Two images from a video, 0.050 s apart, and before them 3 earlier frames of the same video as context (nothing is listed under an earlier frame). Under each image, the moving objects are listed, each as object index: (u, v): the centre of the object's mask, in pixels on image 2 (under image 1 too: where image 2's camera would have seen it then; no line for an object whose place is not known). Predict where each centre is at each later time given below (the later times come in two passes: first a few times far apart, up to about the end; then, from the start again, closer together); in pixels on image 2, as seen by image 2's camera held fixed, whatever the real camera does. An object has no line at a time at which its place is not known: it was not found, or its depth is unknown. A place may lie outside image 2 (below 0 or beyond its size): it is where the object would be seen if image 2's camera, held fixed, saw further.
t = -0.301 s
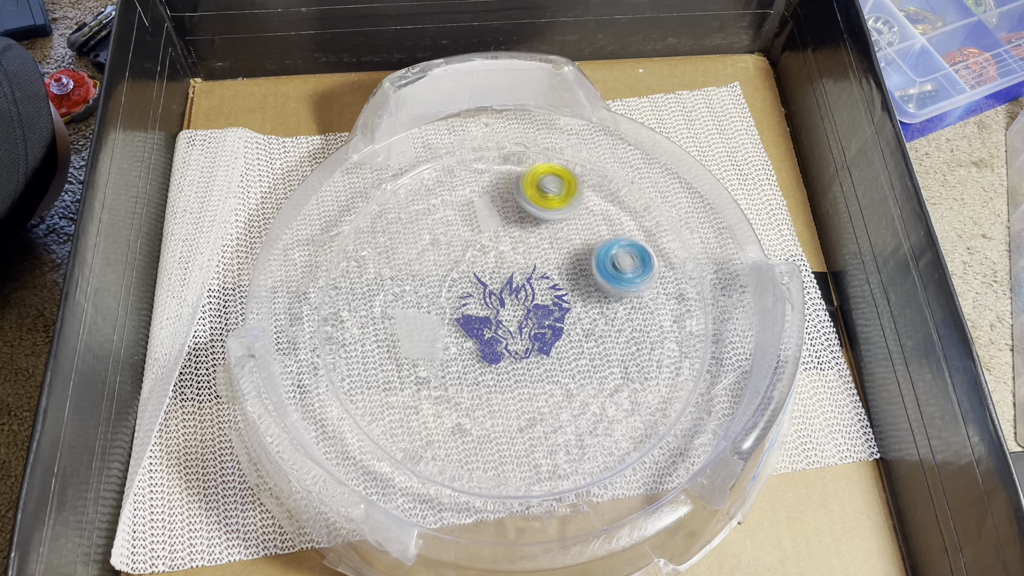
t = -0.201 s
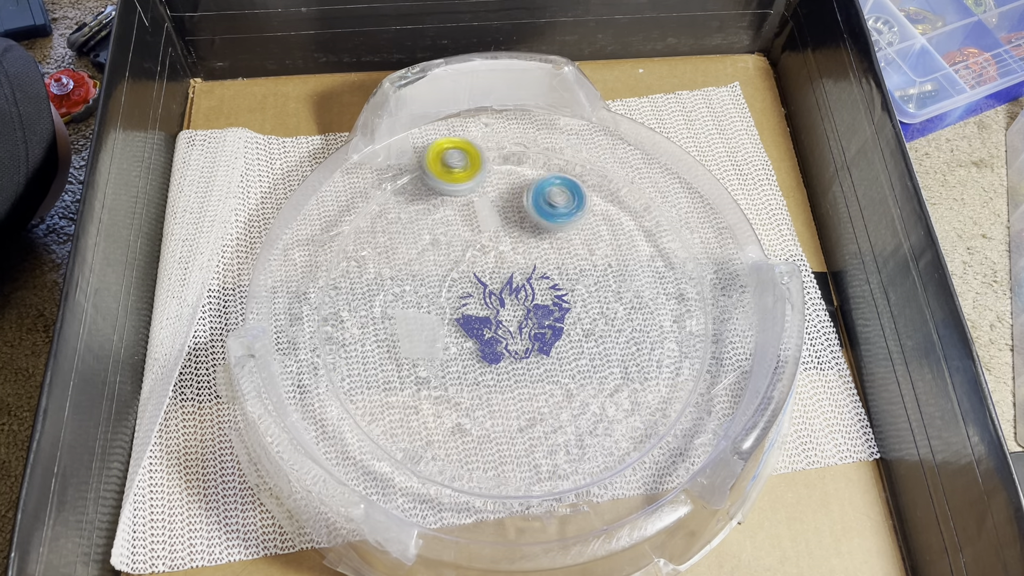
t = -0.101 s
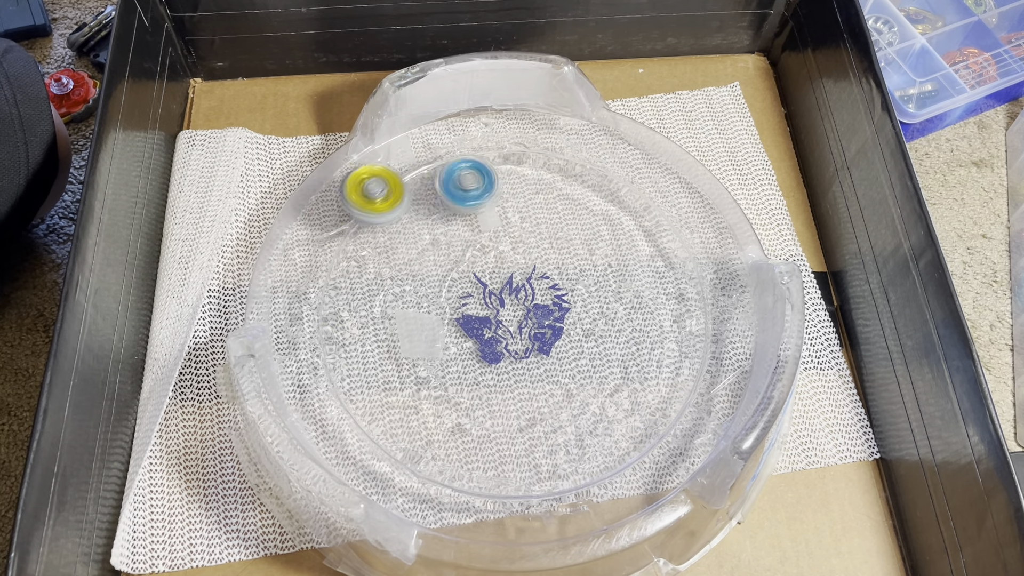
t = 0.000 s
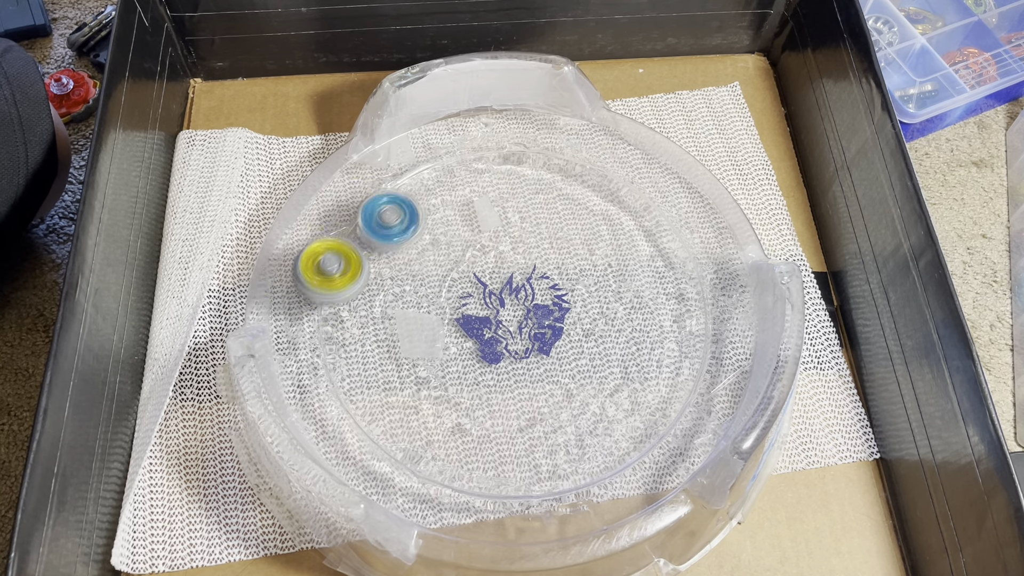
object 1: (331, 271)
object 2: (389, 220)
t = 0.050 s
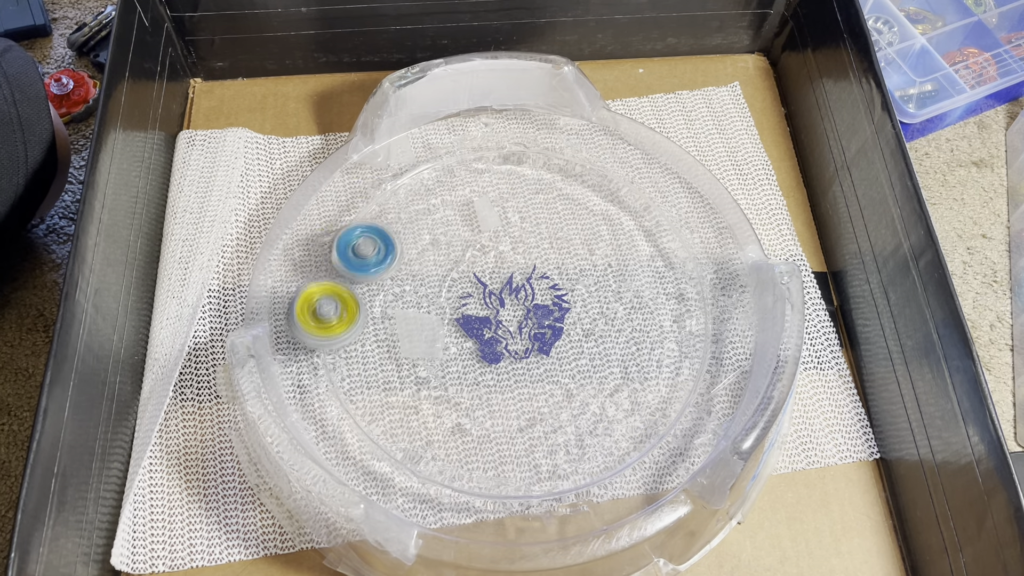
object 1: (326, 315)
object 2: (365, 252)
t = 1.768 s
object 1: (620, 330)
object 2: (590, 189)
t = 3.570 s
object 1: (566, 398)
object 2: (552, 489)
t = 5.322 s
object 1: (406, 369)
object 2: (480, 179)
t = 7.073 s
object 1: (516, 207)
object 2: (603, 368)
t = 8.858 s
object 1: (500, 380)
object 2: (546, 270)
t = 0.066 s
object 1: (328, 330)
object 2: (359, 264)
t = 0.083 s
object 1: (330, 344)
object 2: (356, 277)
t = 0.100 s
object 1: (332, 360)
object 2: (354, 286)
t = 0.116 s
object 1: (341, 390)
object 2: (371, 273)
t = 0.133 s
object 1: (353, 418)
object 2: (385, 261)
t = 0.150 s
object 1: (368, 448)
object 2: (400, 251)
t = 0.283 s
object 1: (619, 499)
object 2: (478, 215)
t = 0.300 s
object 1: (646, 494)
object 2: (483, 213)
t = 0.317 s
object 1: (655, 486)
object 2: (484, 212)
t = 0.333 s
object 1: (655, 478)
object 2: (484, 211)
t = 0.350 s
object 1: (655, 472)
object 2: (485, 209)
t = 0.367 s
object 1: (653, 467)
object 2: (484, 208)
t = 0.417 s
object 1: (646, 461)
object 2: (480, 204)
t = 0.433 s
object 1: (644, 452)
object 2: (477, 203)
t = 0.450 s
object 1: (643, 439)
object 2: (475, 203)
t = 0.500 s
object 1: (638, 407)
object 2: (466, 205)
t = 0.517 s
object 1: (636, 393)
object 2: (462, 207)
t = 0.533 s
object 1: (635, 379)
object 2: (460, 211)
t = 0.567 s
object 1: (630, 350)
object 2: (459, 221)
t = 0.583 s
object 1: (627, 336)
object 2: (460, 228)
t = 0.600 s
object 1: (623, 322)
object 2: (462, 233)
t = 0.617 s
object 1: (617, 309)
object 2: (466, 239)
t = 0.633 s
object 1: (611, 297)
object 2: (471, 244)
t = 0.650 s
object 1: (603, 285)
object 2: (476, 250)
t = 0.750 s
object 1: (565, 226)
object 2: (500, 266)
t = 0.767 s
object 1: (561, 217)
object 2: (502, 267)
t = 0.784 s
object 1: (554, 211)
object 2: (505, 268)
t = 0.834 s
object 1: (528, 193)
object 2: (519, 268)
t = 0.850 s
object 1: (518, 189)
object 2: (524, 268)
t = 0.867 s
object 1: (506, 185)
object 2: (530, 267)
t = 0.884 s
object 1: (495, 181)
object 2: (535, 266)
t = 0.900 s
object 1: (483, 178)
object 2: (539, 263)
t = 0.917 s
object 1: (470, 176)
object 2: (543, 261)
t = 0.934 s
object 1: (458, 174)
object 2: (547, 258)
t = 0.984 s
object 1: (420, 174)
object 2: (555, 247)
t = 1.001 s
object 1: (408, 176)
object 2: (556, 243)
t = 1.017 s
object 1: (396, 179)
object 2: (556, 240)
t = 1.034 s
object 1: (387, 186)
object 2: (555, 237)
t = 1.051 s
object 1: (379, 196)
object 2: (554, 234)
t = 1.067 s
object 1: (371, 205)
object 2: (551, 231)
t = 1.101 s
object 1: (355, 222)
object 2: (544, 229)
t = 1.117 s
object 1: (348, 231)
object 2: (541, 230)
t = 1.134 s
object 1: (341, 241)
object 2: (537, 231)
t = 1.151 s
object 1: (336, 252)
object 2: (534, 233)
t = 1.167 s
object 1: (332, 264)
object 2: (530, 236)
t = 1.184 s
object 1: (331, 275)
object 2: (527, 242)
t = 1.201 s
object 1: (329, 287)
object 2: (526, 247)
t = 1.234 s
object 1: (332, 312)
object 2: (523, 259)
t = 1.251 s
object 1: (337, 323)
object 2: (524, 265)
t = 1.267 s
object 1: (342, 334)
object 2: (525, 271)
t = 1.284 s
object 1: (350, 346)
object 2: (527, 278)
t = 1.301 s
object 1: (359, 356)
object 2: (530, 284)
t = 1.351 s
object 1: (395, 384)
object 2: (542, 298)
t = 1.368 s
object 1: (409, 391)
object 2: (547, 301)
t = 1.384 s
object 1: (424, 397)
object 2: (552, 304)
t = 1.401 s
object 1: (440, 402)
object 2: (558, 306)
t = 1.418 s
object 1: (454, 405)
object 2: (564, 309)
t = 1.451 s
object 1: (485, 407)
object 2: (577, 312)
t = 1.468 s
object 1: (502, 406)
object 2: (583, 312)
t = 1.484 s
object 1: (517, 403)
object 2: (589, 311)
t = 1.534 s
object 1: (560, 388)
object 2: (605, 306)
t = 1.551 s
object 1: (573, 380)
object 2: (609, 303)
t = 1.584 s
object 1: (595, 362)
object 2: (614, 296)
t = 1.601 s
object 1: (599, 364)
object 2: (620, 281)
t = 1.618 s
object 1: (601, 366)
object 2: (625, 265)
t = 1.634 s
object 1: (603, 367)
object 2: (628, 249)
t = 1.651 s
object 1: (604, 366)
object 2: (628, 236)
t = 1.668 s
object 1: (606, 364)
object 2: (628, 225)
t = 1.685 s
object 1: (608, 362)
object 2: (624, 215)
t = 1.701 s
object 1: (610, 357)
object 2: (619, 207)
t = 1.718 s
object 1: (613, 352)
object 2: (613, 200)
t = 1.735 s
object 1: (615, 345)
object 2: (606, 196)
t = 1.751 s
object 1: (617, 338)
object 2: (598, 191)
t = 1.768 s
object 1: (620, 330)
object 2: (590, 189)
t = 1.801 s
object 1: (623, 312)
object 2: (571, 187)
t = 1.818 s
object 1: (623, 302)
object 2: (561, 187)
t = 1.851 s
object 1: (621, 281)
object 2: (539, 190)
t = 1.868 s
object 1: (618, 270)
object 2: (528, 193)
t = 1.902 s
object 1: (608, 250)
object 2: (508, 202)
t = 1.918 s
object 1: (600, 241)
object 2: (499, 208)
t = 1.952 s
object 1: (582, 226)
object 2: (482, 223)
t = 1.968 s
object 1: (573, 220)
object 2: (475, 232)
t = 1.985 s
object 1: (562, 215)
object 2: (469, 241)
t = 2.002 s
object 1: (550, 212)
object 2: (464, 251)
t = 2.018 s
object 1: (538, 209)
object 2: (460, 262)
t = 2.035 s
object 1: (526, 207)
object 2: (456, 272)
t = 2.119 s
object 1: (468, 221)
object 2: (455, 327)
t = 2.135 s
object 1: (458, 226)
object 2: (458, 338)
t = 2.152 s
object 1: (448, 234)
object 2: (461, 348)
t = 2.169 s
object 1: (439, 242)
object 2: (466, 357)
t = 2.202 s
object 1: (424, 261)
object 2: (479, 376)
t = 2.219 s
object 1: (418, 272)
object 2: (487, 384)
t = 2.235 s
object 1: (414, 284)
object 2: (495, 392)
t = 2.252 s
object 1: (411, 295)
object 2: (504, 400)
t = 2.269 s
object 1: (411, 308)
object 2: (514, 405)
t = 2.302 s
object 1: (412, 332)
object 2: (535, 414)
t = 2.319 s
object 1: (414, 344)
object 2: (546, 417)
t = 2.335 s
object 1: (420, 354)
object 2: (558, 419)
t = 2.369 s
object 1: (433, 376)
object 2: (581, 420)
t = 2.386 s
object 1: (441, 387)
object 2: (593, 418)
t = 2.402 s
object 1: (451, 395)
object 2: (604, 415)
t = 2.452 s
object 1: (485, 416)
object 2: (633, 402)
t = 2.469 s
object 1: (499, 420)
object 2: (641, 396)
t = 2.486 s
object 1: (513, 423)
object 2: (647, 389)
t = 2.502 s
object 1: (527, 425)
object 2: (653, 382)
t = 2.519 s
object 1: (542, 425)
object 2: (657, 375)
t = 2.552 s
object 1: (569, 421)
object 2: (661, 359)
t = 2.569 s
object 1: (584, 417)
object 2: (662, 349)
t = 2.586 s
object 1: (595, 412)
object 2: (661, 341)
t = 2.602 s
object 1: (608, 405)
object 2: (659, 332)
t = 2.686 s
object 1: (649, 361)
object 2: (632, 286)
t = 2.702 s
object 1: (652, 355)
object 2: (624, 272)
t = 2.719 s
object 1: (655, 348)
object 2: (616, 261)
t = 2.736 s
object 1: (656, 339)
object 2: (606, 251)
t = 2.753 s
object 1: (657, 330)
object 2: (595, 243)
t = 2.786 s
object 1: (654, 308)
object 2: (573, 231)
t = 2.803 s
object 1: (650, 298)
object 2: (562, 227)
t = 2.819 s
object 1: (646, 287)
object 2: (549, 224)
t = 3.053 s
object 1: (494, 226)
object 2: (393, 258)
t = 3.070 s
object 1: (482, 229)
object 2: (386, 266)
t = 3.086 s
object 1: (471, 233)
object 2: (379, 274)
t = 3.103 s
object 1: (460, 238)
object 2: (373, 283)
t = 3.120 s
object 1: (450, 244)
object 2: (367, 292)
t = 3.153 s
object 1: (429, 258)
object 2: (361, 312)
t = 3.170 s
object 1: (421, 268)
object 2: (358, 322)
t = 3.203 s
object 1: (407, 287)
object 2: (358, 342)
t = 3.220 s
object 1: (401, 297)
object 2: (359, 351)
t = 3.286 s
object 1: (401, 337)
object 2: (363, 397)
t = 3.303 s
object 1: (402, 346)
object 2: (363, 412)
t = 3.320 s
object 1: (406, 356)
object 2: (370, 423)
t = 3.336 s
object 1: (411, 365)
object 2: (382, 429)
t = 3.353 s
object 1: (418, 374)
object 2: (393, 440)
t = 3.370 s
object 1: (427, 380)
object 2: (404, 450)
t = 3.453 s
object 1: (479, 407)
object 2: (466, 475)
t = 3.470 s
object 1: (492, 408)
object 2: (479, 476)
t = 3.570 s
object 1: (566, 398)
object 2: (552, 489)
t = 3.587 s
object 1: (576, 393)
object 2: (559, 491)
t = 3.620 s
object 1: (593, 378)
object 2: (575, 492)
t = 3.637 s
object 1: (601, 369)
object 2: (582, 492)
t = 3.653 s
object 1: (606, 360)
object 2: (589, 490)
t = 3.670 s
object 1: (611, 350)
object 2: (595, 488)
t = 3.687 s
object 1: (613, 339)
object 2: (601, 484)
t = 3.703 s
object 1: (614, 329)
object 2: (606, 480)
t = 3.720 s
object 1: (615, 319)
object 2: (611, 475)
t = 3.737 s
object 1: (613, 308)
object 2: (614, 468)
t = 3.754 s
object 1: (610, 299)
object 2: (616, 460)
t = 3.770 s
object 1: (607, 288)
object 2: (618, 452)
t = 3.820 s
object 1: (588, 262)
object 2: (621, 430)
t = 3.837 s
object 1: (580, 255)
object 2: (621, 421)
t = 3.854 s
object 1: (572, 248)
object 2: (619, 411)
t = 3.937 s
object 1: (520, 227)
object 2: (605, 365)
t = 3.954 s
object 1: (509, 225)
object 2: (599, 356)
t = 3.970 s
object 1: (498, 225)
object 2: (592, 348)
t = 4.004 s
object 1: (475, 227)
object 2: (577, 333)
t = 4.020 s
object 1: (465, 230)
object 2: (569, 326)
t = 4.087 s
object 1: (426, 252)
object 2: (534, 302)
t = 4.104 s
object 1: (418, 258)
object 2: (524, 297)
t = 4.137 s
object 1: (404, 276)
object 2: (504, 289)
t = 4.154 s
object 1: (399, 286)
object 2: (494, 285)
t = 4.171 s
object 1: (396, 295)
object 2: (483, 283)
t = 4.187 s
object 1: (393, 305)
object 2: (474, 281)
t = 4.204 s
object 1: (391, 315)
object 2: (463, 279)
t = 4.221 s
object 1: (391, 327)
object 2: (453, 277)
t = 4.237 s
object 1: (393, 338)
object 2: (443, 277)
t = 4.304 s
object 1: (411, 378)
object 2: (404, 280)
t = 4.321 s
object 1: (418, 387)
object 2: (394, 283)
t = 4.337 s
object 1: (428, 395)
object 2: (386, 285)
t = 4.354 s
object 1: (438, 403)
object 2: (378, 289)
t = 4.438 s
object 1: (499, 421)
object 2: (345, 311)
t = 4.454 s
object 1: (512, 421)
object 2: (340, 316)
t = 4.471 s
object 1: (526, 420)
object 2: (336, 321)
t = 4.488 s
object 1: (538, 417)
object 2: (333, 326)
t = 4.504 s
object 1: (550, 414)
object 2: (330, 331)
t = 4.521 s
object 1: (562, 409)
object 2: (327, 337)
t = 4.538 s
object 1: (572, 403)
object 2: (328, 341)
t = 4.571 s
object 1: (593, 387)
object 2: (334, 355)
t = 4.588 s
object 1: (600, 379)
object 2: (336, 360)
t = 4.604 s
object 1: (606, 370)
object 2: (342, 365)
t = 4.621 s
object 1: (613, 359)
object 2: (347, 369)
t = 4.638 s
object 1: (618, 348)
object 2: (352, 372)
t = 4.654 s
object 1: (620, 338)
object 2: (359, 375)
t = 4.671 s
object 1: (621, 327)
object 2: (368, 376)
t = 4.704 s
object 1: (622, 305)
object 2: (386, 379)
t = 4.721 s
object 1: (619, 295)
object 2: (394, 382)
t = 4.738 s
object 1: (616, 284)
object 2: (404, 383)
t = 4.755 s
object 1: (612, 274)
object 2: (415, 384)
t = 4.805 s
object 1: (594, 247)
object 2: (445, 379)
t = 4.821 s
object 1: (587, 239)
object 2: (455, 377)
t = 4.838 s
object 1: (578, 232)
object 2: (465, 373)
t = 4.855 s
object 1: (569, 226)
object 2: (474, 368)
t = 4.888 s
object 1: (549, 215)
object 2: (491, 356)
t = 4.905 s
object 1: (538, 210)
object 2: (498, 350)
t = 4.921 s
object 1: (528, 207)
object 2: (505, 343)
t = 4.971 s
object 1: (494, 203)
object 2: (520, 321)
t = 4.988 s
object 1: (482, 204)
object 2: (525, 313)
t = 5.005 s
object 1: (472, 206)
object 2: (528, 304)
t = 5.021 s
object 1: (461, 208)
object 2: (531, 296)
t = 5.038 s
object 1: (451, 212)
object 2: (533, 288)
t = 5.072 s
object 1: (430, 222)
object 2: (535, 269)
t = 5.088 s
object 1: (421, 229)
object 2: (535, 261)
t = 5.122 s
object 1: (406, 244)
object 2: (533, 244)
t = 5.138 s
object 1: (400, 253)
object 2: (532, 235)
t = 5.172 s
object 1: (389, 272)
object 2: (527, 221)
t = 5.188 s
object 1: (385, 283)
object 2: (523, 214)
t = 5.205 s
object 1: (384, 294)
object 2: (519, 207)
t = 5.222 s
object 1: (383, 305)
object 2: (514, 202)
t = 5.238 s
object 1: (383, 315)
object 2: (509, 196)
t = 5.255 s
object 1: (385, 327)
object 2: (504, 191)
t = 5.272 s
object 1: (388, 339)
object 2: (498, 187)
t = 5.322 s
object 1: (406, 369)
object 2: (480, 179)
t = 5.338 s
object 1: (413, 378)
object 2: (474, 177)
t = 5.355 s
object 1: (421, 387)
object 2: (468, 177)
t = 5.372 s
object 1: (432, 394)
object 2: (463, 178)
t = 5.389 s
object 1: (443, 401)
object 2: (457, 179)
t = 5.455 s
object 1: (493, 416)
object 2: (440, 194)
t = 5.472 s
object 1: (506, 417)
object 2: (436, 199)
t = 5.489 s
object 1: (519, 417)
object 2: (434, 206)
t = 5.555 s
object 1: (569, 404)
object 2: (431, 235)
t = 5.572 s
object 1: (581, 398)
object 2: (432, 244)
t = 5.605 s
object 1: (600, 384)
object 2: (439, 260)
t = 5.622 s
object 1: (609, 376)
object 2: (444, 268)
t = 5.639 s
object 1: (616, 365)
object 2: (448, 275)
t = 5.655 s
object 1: (622, 356)
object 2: (453, 283)
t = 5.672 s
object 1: (627, 346)
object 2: (460, 289)
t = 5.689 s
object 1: (631, 336)
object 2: (468, 297)
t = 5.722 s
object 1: (635, 314)
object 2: (481, 306)
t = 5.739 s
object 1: (636, 304)
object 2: (490, 311)
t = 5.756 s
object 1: (634, 293)
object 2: (498, 315)
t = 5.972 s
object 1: (537, 199)
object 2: (609, 312)
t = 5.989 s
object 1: (527, 198)
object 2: (616, 308)
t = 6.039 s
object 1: (493, 198)
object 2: (632, 293)
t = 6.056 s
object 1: (481, 200)
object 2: (635, 288)
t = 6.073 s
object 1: (470, 203)
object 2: (638, 282)
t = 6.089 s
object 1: (460, 208)
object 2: (640, 276)
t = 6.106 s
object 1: (450, 212)
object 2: (641, 271)
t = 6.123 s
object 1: (441, 218)
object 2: (641, 266)
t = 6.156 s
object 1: (423, 234)
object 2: (638, 255)
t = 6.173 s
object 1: (416, 242)
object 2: (635, 250)
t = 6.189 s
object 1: (409, 251)
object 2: (631, 245)
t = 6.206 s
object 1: (404, 260)
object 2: (627, 241)
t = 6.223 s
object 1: (399, 270)
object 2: (621, 239)
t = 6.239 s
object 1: (395, 282)
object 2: (614, 236)
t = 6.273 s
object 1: (394, 304)
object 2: (601, 234)
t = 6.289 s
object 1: (394, 315)
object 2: (593, 234)
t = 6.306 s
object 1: (395, 326)
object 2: (586, 236)
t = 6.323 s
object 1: (397, 338)
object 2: (579, 238)
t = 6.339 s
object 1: (404, 347)
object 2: (572, 241)
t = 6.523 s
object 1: (508, 422)
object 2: (512, 305)
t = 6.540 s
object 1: (522, 423)
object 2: (510, 313)
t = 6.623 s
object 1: (584, 409)
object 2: (506, 350)
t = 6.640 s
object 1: (594, 403)
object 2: (506, 357)
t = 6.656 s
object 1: (604, 397)
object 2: (508, 364)
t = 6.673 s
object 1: (614, 388)
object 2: (510, 371)
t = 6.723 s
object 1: (634, 361)
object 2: (519, 391)
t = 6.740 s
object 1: (638, 351)
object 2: (523, 396)
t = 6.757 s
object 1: (643, 340)
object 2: (527, 402)
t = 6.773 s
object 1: (644, 330)
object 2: (533, 407)
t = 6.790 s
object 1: (645, 319)
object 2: (539, 410)
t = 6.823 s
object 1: (643, 298)
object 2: (550, 416)
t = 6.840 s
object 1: (640, 287)
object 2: (556, 419)
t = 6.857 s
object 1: (636, 277)
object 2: (563, 419)
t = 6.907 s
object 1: (618, 250)
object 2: (581, 418)
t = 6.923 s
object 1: (611, 242)
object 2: (588, 416)
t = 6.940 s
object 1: (603, 235)
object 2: (593, 413)
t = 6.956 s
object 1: (593, 229)
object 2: (598, 409)
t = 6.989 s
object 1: (573, 218)
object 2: (604, 400)
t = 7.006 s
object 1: (562, 214)
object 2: (606, 394)
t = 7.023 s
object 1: (552, 211)
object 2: (606, 387)
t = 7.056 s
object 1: (528, 207)
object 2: (605, 375)
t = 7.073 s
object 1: (516, 207)
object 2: (603, 368)
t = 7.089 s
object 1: (506, 207)
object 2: (599, 363)
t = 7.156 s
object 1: (462, 218)
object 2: (578, 341)
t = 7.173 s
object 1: (452, 223)
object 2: (571, 337)
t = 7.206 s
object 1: (434, 235)
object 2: (557, 329)
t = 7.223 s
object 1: (425, 242)
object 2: (550, 325)
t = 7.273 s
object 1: (405, 269)
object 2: (527, 318)
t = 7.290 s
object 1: (400, 278)
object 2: (518, 316)
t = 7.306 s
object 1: (396, 288)
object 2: (510, 315)
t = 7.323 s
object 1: (393, 299)
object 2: (502, 314)
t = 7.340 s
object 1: (391, 310)
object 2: (494, 313)
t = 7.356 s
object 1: (390, 321)
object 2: (486, 313)
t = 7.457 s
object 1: (407, 386)
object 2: (447, 316)
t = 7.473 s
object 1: (413, 397)
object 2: (442, 317)
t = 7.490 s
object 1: (419, 406)
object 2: (437, 319)
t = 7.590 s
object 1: (481, 445)
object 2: (413, 335)
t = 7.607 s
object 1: (494, 448)
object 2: (411, 339)
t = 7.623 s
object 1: (506, 450)
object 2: (410, 343)
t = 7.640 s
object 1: (519, 450)
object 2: (411, 346)
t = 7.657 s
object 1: (532, 450)
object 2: (410, 351)
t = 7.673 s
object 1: (546, 448)
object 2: (413, 356)
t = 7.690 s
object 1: (559, 445)
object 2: (415, 359)
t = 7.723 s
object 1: (581, 436)
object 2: (424, 366)
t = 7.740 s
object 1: (593, 430)
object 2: (429, 367)
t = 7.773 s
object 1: (612, 415)
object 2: (441, 369)
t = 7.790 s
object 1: (620, 406)
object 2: (448, 369)
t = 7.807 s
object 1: (628, 397)
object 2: (454, 367)
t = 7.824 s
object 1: (634, 387)
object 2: (461, 365)
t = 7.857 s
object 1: (641, 365)
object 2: (472, 358)
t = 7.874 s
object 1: (643, 355)
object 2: (477, 354)
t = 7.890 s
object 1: (644, 343)
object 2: (482, 349)
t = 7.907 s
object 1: (644, 332)
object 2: (486, 345)
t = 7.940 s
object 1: (639, 311)
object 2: (492, 335)
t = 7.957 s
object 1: (636, 300)
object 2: (495, 329)
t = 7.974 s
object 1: (632, 290)
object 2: (497, 324)
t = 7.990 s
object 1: (626, 281)
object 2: (498, 317)
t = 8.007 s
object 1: (620, 272)
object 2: (500, 312)
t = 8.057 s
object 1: (596, 248)
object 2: (501, 294)
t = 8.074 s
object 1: (587, 240)
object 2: (501, 287)
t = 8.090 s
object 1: (577, 235)
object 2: (500, 282)
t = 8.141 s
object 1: (546, 220)
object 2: (494, 266)
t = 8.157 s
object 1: (544, 212)
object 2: (487, 264)
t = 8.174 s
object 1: (542, 203)
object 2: (480, 264)
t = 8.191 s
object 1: (541, 196)
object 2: (472, 263)
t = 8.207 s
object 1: (539, 191)
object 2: (466, 261)
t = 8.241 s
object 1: (532, 184)
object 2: (456, 256)
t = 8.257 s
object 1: (526, 181)
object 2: (451, 253)
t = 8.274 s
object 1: (520, 179)
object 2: (446, 251)
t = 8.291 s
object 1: (512, 177)
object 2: (442, 249)
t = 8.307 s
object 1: (505, 176)
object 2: (438, 249)
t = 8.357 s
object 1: (479, 174)
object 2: (427, 251)
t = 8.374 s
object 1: (470, 174)
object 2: (425, 253)
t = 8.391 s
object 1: (460, 175)
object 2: (423, 257)
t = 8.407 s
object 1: (451, 178)
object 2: (422, 260)
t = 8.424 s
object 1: (443, 180)
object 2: (423, 264)
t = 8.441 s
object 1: (433, 183)
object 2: (424, 268)
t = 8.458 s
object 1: (425, 189)
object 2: (425, 272)
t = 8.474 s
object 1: (418, 195)
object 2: (429, 276)
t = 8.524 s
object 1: (400, 217)
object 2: (442, 286)
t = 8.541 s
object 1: (397, 226)
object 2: (447, 288)
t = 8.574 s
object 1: (391, 246)
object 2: (459, 293)
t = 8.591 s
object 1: (388, 256)
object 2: (464, 295)
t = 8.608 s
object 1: (389, 267)
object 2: (471, 296)
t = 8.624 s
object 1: (390, 277)
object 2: (476, 297)
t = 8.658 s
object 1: (394, 299)
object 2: (486, 296)
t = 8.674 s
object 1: (398, 308)
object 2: (493, 294)
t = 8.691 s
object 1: (406, 320)
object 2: (499, 294)
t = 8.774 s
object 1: (445, 358)
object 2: (526, 285)
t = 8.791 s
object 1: (455, 364)
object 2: (531, 283)
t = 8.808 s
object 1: (465, 370)
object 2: (536, 279)
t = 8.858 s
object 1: (500, 380)
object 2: (546, 270)
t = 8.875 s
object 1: (513, 382)
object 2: (550, 266)
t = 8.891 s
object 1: (525, 382)
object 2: (553, 263)
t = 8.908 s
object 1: (535, 382)
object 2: (555, 259)
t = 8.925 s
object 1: (547, 381)
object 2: (557, 256)
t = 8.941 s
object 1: (559, 380)
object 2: (558, 251)
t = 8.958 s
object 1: (571, 376)
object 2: (558, 248)
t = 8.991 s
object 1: (591, 369)
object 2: (558, 241)
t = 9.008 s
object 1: (601, 364)
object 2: (557, 239)
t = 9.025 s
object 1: (611, 358)
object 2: (555, 236)
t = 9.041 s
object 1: (619, 352)
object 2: (553, 234)
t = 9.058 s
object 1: (627, 345)
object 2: (551, 233)
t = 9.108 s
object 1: (645, 321)
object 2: (540, 232)
